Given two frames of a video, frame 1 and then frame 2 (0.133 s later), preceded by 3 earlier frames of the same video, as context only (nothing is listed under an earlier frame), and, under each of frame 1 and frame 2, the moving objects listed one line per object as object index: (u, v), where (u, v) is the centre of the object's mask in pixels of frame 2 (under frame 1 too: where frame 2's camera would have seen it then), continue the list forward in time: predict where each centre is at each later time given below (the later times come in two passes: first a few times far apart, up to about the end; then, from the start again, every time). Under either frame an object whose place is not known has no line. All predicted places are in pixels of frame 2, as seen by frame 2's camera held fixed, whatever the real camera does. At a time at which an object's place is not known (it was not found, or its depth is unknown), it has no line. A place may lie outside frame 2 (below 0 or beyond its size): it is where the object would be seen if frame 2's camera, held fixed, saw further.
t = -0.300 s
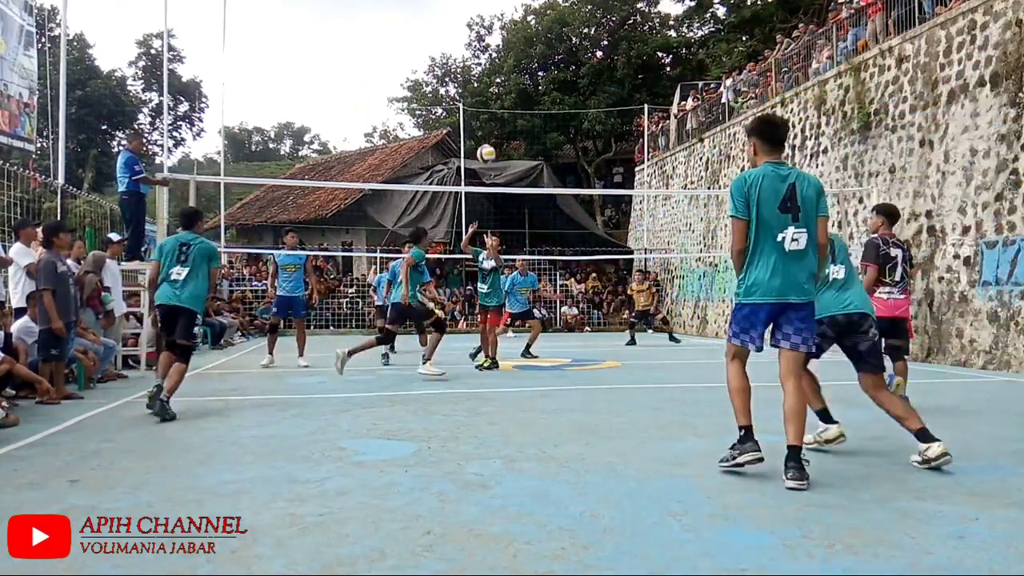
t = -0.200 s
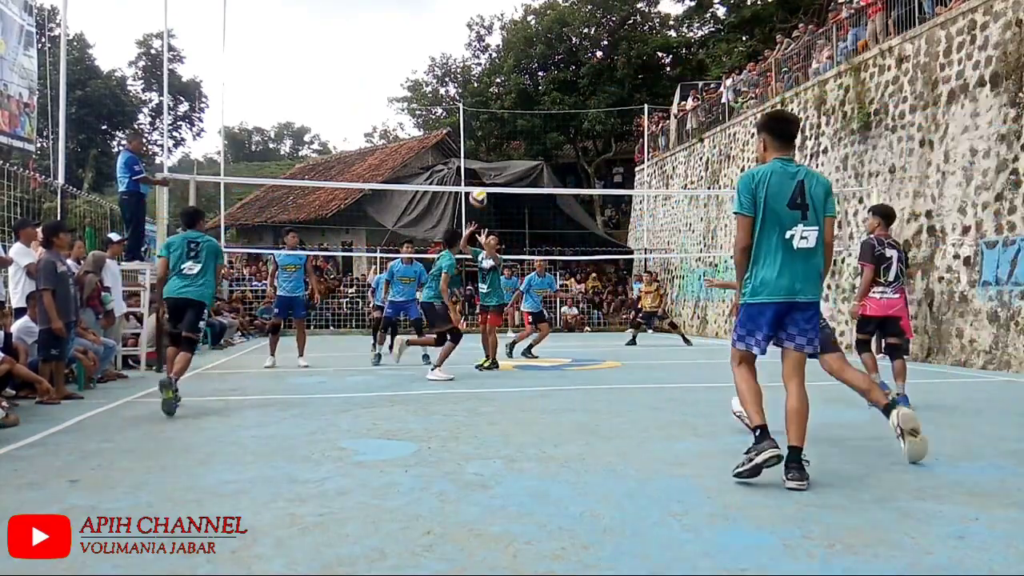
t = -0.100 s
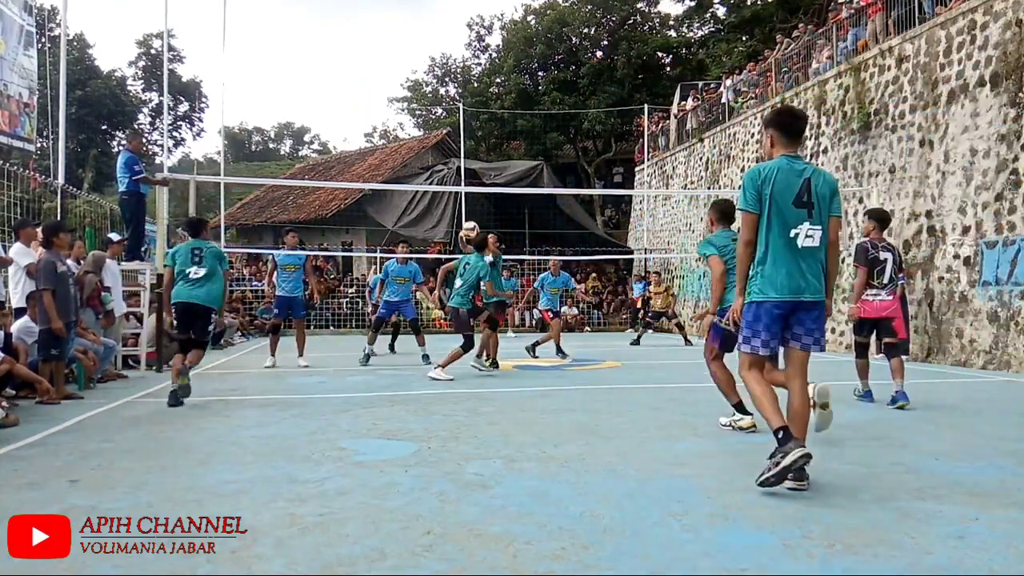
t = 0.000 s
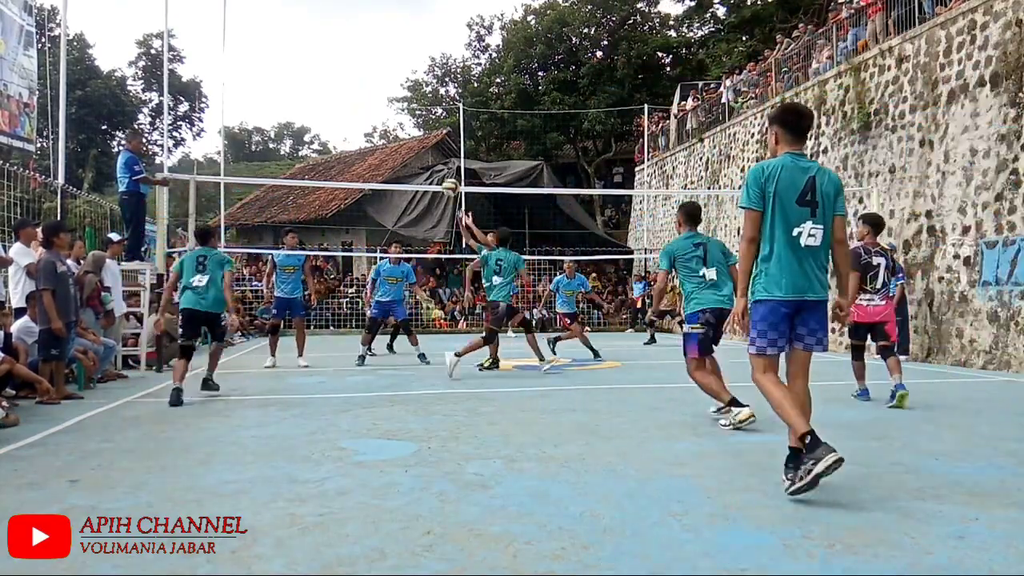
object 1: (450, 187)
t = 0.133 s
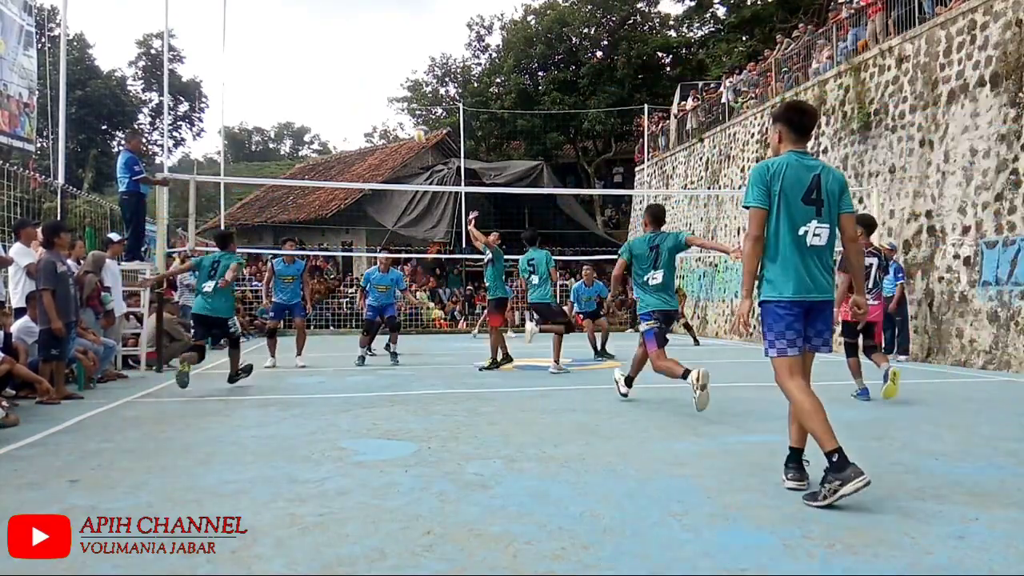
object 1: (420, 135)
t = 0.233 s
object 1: (399, 103)
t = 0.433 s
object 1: (357, 66)
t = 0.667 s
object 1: (308, 64)
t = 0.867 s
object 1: (266, 98)
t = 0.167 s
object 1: (415, 123)
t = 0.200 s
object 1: (405, 114)
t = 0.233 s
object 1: (399, 103)
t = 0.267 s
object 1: (393, 95)
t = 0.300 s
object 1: (386, 87)
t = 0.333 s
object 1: (379, 81)
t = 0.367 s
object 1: (372, 75)
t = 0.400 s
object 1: (364, 71)
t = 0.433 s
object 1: (357, 66)
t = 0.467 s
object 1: (350, 64)
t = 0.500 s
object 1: (343, 61)
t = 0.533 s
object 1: (336, 60)
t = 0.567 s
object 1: (329, 60)
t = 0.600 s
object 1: (322, 60)
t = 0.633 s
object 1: (315, 61)
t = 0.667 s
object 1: (308, 64)
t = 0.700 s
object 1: (301, 67)
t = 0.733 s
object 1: (294, 72)
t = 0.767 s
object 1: (287, 77)
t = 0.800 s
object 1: (280, 83)
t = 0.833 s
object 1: (273, 90)
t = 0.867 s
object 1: (266, 98)
